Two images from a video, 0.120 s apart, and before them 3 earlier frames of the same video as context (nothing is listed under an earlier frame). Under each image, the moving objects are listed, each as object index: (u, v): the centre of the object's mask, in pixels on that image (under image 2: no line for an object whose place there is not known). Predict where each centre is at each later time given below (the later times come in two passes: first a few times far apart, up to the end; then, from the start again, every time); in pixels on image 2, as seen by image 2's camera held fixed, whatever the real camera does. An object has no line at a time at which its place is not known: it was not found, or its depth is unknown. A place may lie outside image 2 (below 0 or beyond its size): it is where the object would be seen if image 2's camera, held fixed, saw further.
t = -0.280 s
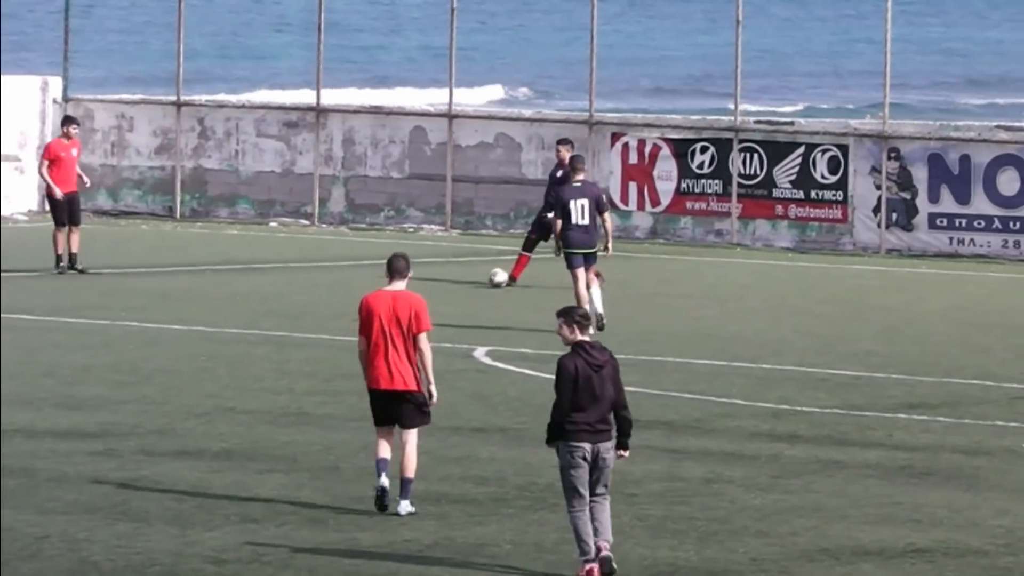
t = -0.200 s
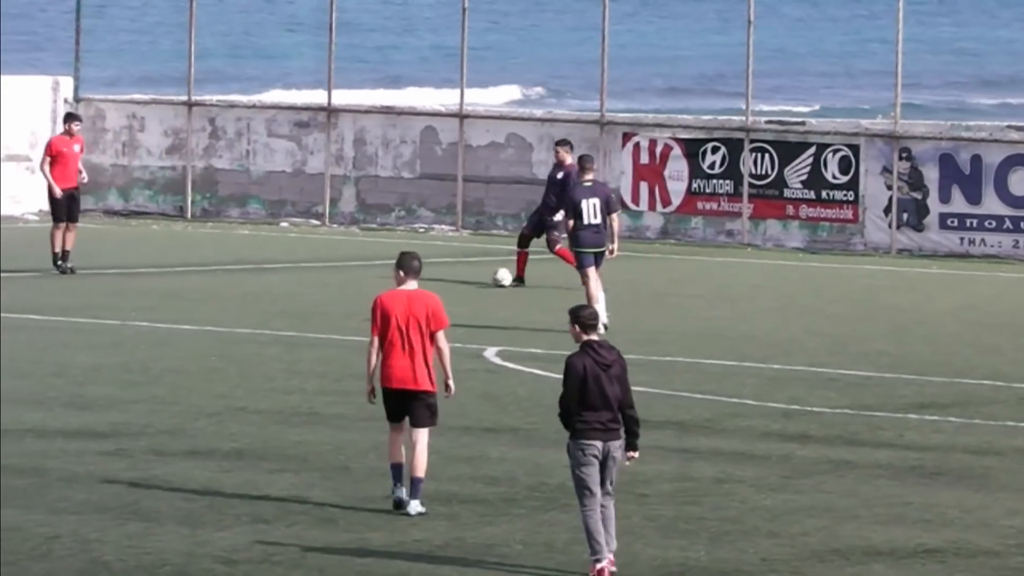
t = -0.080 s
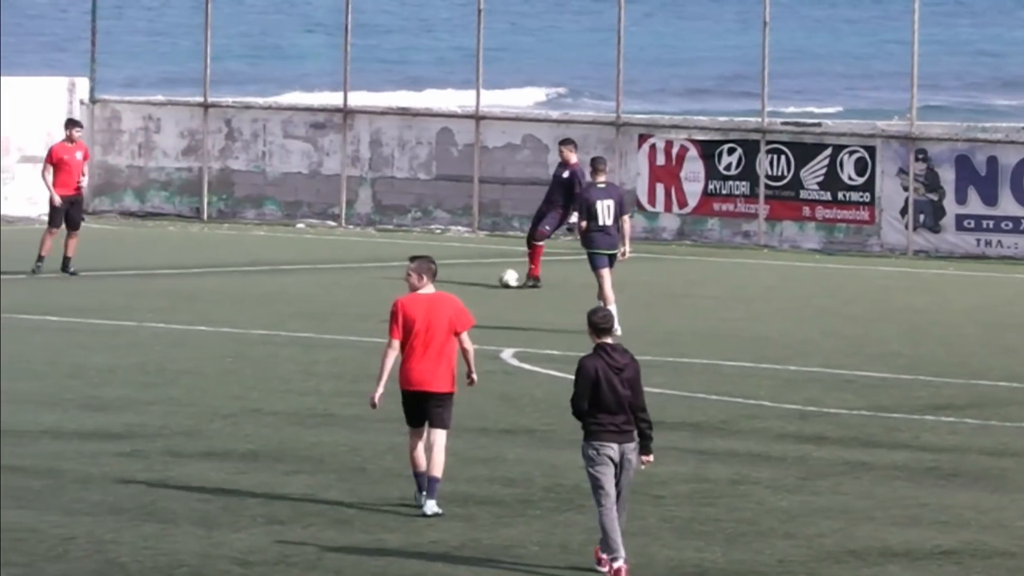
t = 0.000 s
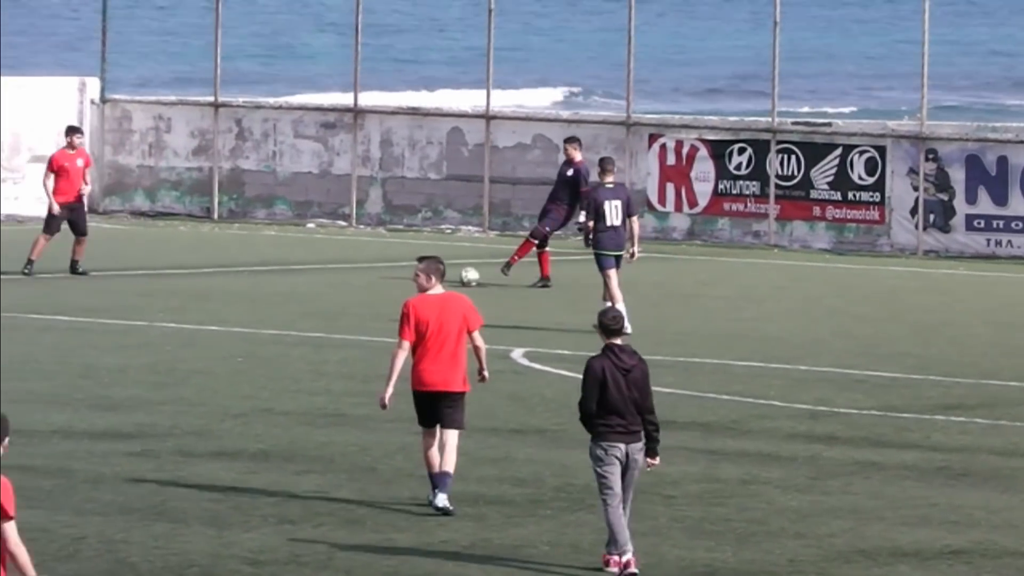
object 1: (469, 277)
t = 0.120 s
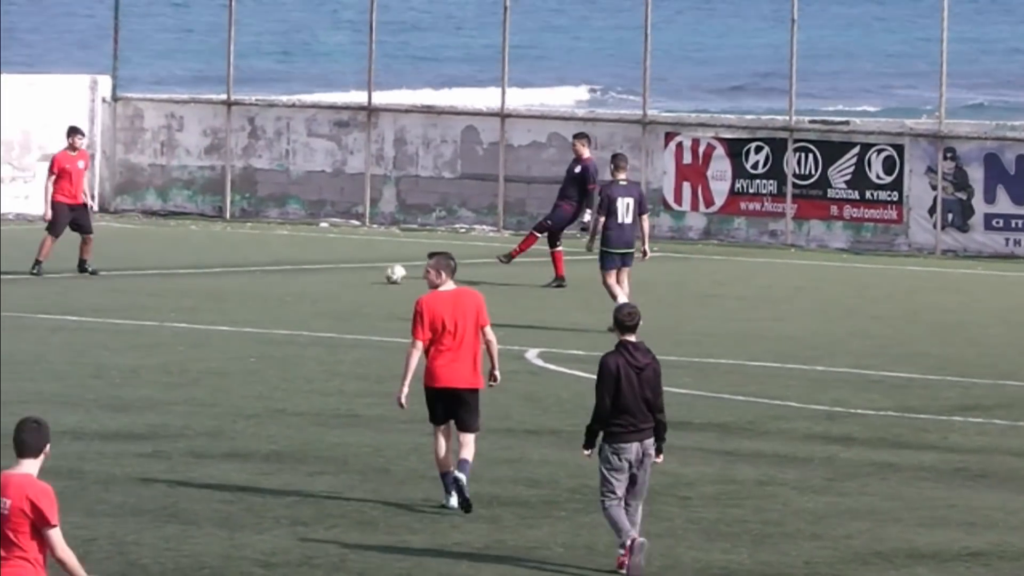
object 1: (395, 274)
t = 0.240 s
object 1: (316, 274)
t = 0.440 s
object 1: (202, 270)
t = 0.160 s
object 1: (369, 274)
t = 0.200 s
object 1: (342, 274)
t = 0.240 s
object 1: (316, 274)
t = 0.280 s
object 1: (290, 273)
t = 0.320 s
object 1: (266, 273)
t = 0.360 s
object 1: (245, 271)
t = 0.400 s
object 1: (223, 270)
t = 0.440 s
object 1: (202, 270)
